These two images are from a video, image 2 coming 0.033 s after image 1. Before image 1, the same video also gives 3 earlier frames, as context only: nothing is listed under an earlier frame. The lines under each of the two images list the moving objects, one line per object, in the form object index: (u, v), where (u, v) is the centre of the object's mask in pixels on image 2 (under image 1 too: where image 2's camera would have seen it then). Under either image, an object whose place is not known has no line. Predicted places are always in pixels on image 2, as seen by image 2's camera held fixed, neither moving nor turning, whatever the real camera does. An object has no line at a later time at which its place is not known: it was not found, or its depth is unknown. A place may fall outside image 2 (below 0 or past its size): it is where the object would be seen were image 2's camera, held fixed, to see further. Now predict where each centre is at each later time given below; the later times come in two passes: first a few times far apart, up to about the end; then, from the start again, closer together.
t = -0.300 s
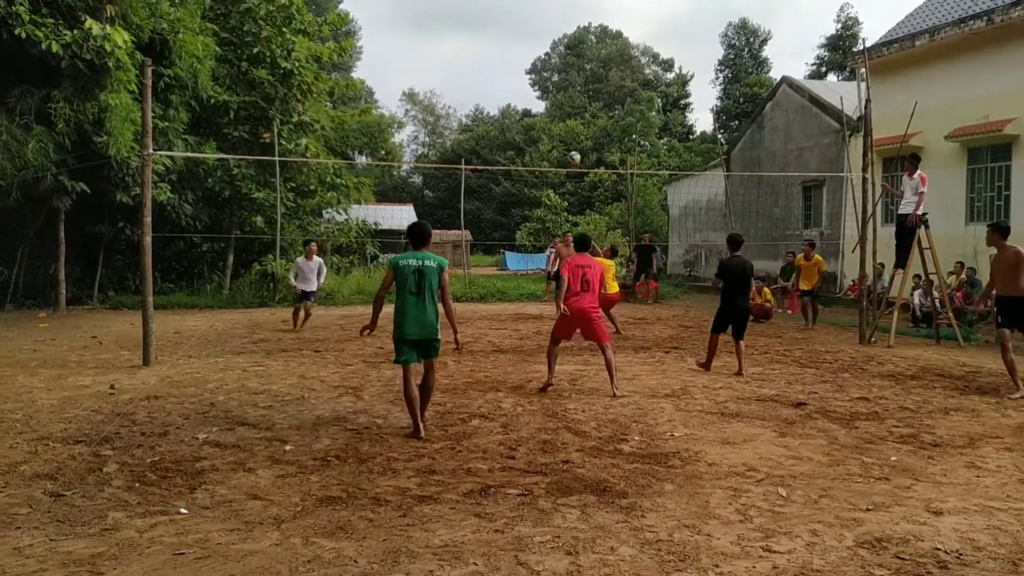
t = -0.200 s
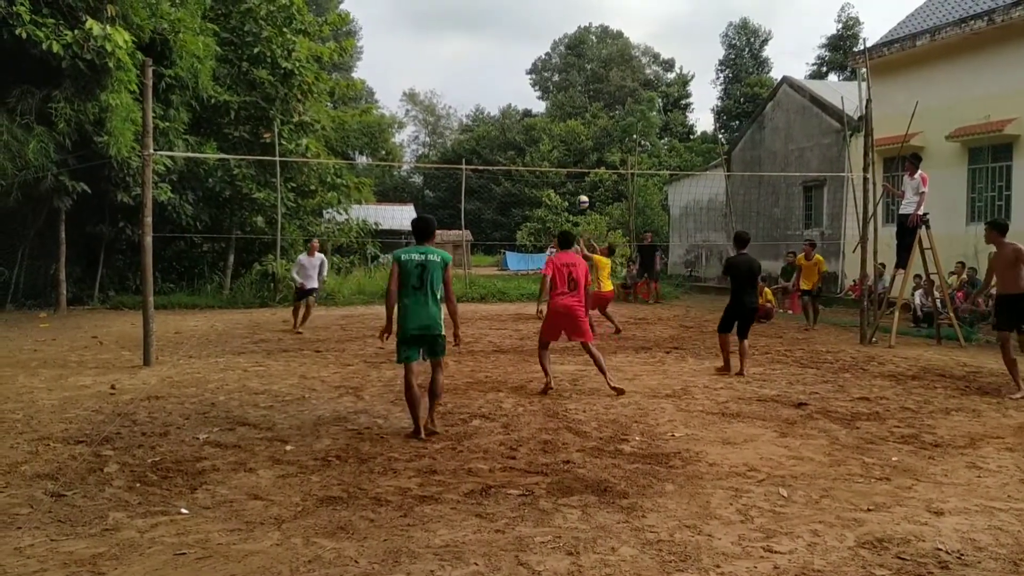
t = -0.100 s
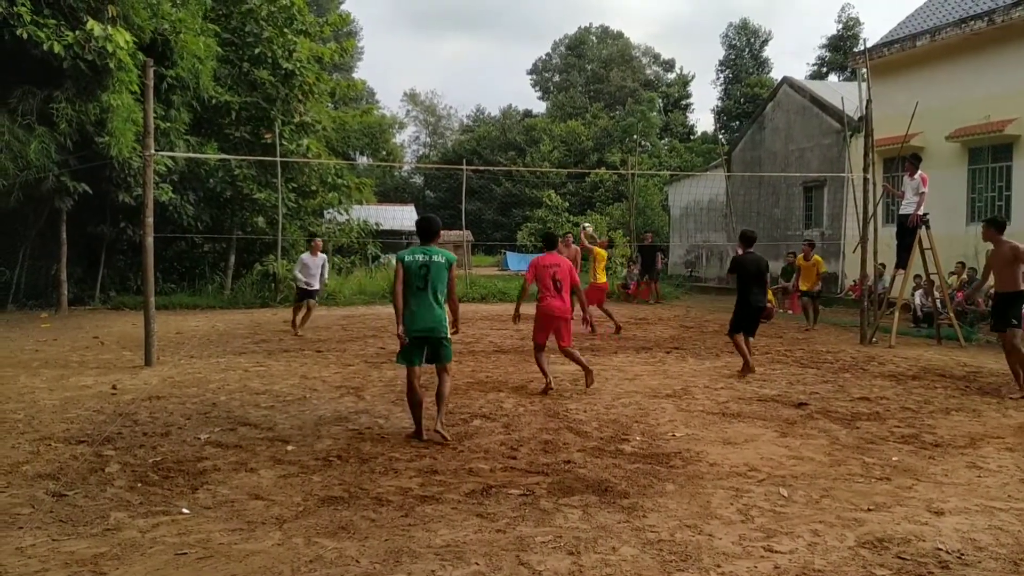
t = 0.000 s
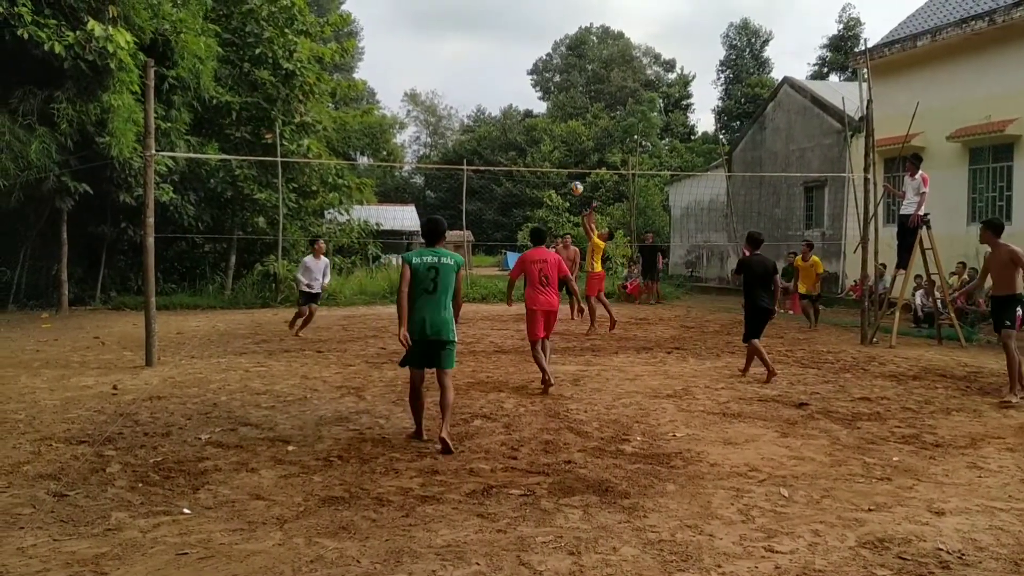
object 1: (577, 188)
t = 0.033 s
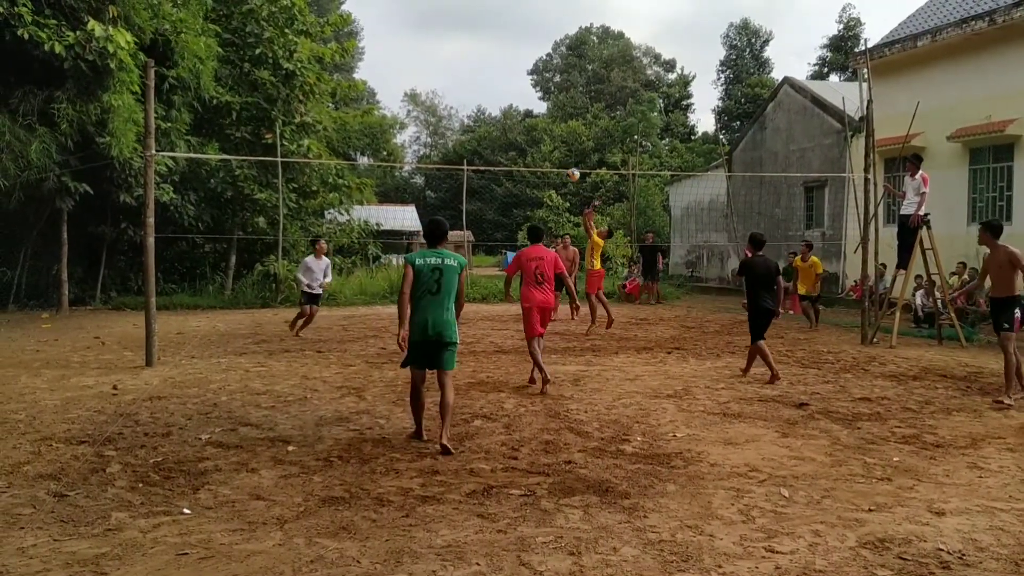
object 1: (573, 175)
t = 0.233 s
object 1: (550, 107)
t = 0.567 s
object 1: (509, 50)
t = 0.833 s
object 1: (475, 55)
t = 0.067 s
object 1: (569, 162)
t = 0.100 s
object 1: (567, 149)
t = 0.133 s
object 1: (563, 138)
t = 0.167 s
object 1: (559, 126)
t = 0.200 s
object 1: (555, 115)
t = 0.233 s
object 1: (550, 107)
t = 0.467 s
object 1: (521, 60)
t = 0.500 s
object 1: (517, 56)
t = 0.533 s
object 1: (513, 52)
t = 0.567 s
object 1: (509, 50)
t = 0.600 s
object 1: (505, 48)
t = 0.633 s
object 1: (501, 46)
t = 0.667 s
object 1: (496, 46)
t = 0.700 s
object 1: (492, 46)
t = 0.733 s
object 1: (488, 47)
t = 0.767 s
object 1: (483, 49)
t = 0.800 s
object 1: (479, 51)
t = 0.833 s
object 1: (475, 55)
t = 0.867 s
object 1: (470, 59)
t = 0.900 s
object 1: (466, 64)
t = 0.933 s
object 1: (461, 70)
